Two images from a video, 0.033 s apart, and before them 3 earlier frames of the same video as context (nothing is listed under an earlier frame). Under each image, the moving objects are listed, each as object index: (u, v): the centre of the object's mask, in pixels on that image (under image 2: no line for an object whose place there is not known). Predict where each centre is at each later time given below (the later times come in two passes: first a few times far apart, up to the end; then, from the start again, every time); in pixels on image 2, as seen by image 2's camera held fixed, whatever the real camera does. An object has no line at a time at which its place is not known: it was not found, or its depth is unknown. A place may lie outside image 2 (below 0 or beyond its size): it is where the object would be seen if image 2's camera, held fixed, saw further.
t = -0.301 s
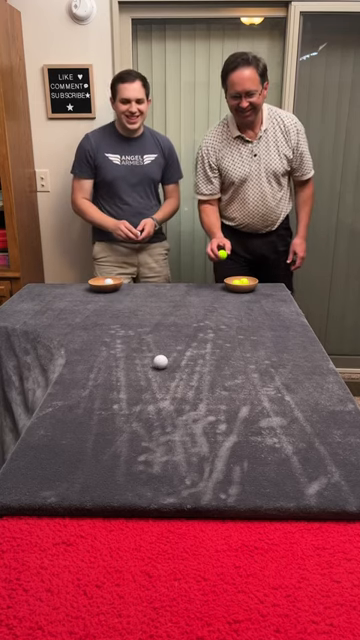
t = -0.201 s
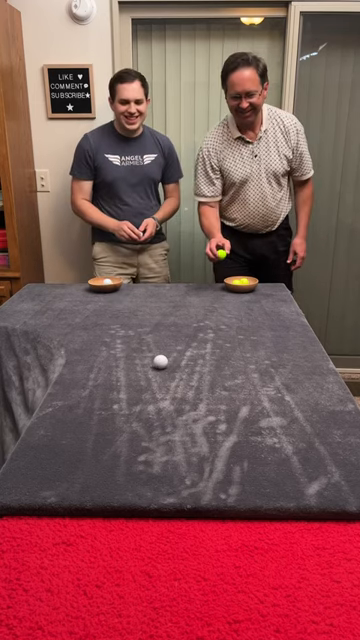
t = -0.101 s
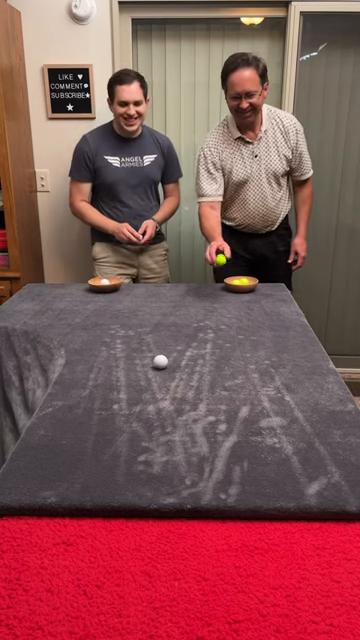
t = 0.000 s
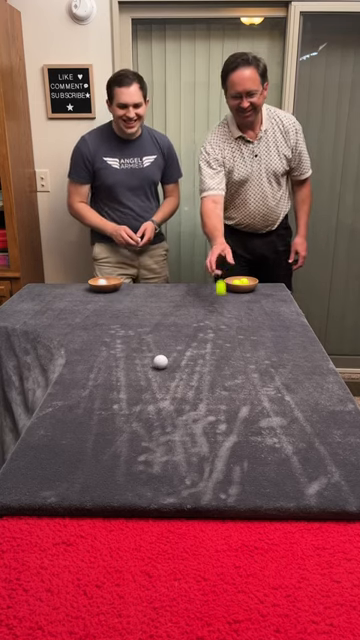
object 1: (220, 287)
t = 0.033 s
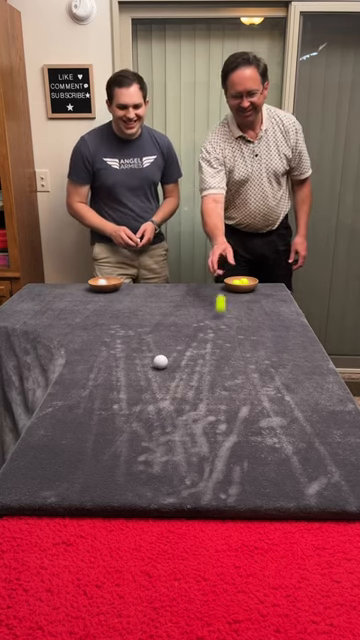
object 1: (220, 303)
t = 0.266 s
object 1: (217, 326)
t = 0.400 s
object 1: (215, 340)
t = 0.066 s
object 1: (220, 313)
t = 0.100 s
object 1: (220, 308)
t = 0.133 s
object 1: (219, 306)
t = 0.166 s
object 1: (219, 306)
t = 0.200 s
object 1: (219, 309)
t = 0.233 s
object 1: (218, 315)
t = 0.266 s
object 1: (217, 326)
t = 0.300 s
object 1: (216, 335)
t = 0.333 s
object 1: (216, 334)
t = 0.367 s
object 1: (215, 336)
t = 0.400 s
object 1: (215, 340)
